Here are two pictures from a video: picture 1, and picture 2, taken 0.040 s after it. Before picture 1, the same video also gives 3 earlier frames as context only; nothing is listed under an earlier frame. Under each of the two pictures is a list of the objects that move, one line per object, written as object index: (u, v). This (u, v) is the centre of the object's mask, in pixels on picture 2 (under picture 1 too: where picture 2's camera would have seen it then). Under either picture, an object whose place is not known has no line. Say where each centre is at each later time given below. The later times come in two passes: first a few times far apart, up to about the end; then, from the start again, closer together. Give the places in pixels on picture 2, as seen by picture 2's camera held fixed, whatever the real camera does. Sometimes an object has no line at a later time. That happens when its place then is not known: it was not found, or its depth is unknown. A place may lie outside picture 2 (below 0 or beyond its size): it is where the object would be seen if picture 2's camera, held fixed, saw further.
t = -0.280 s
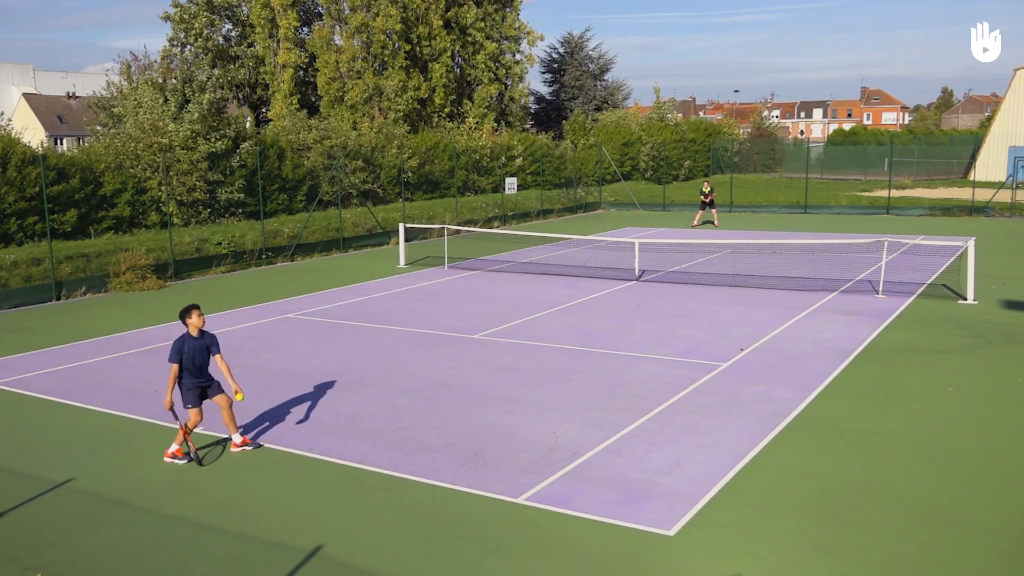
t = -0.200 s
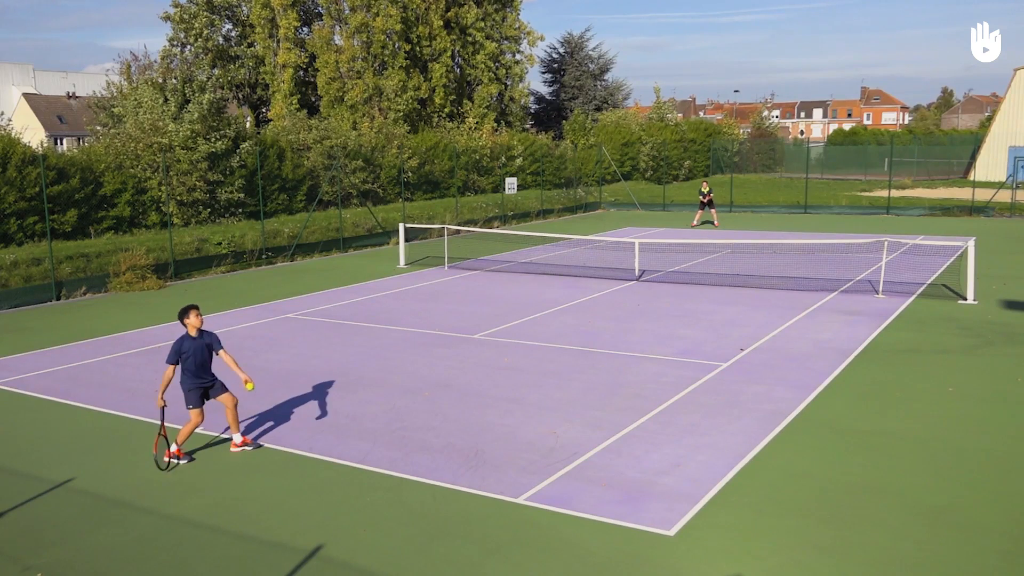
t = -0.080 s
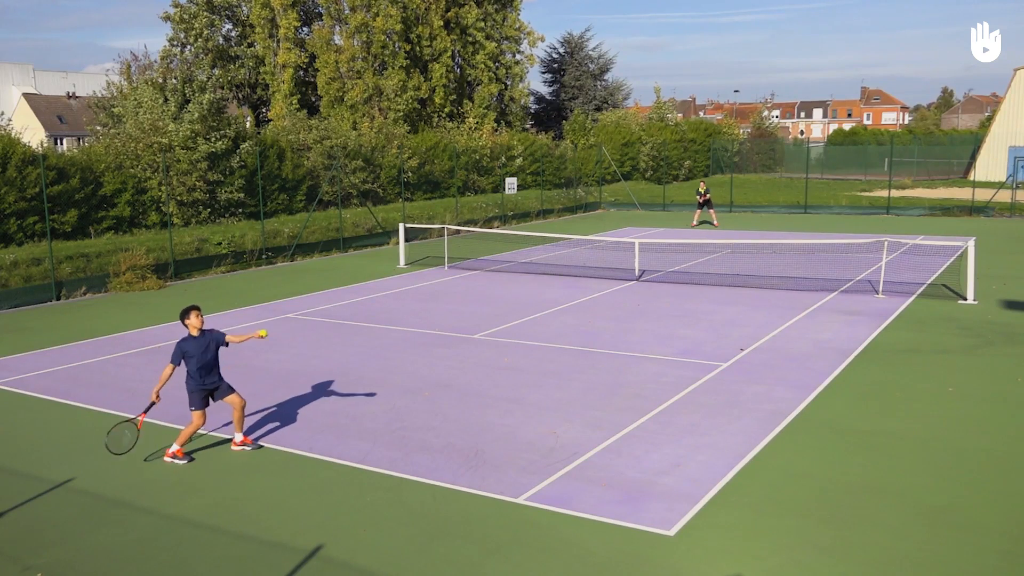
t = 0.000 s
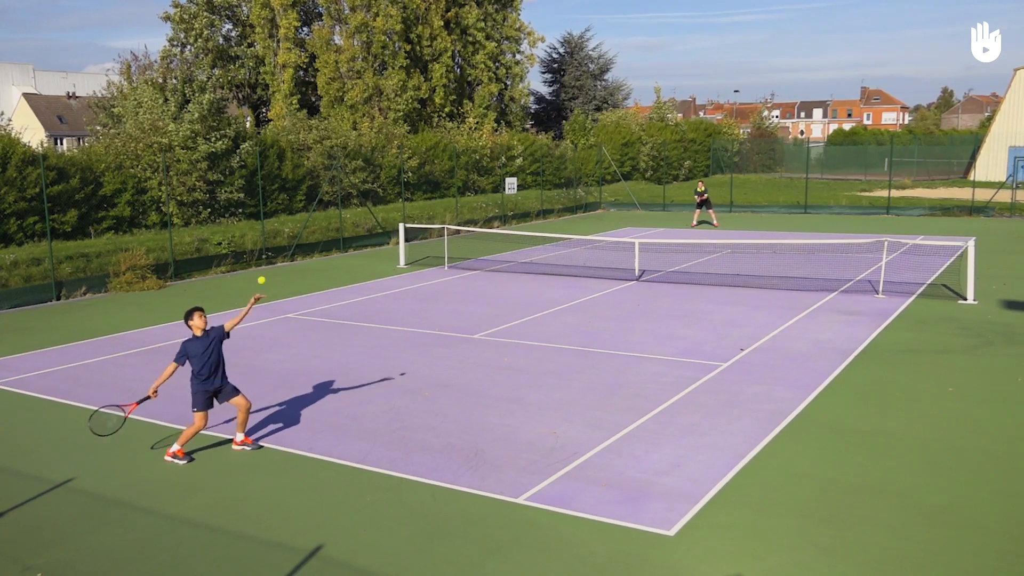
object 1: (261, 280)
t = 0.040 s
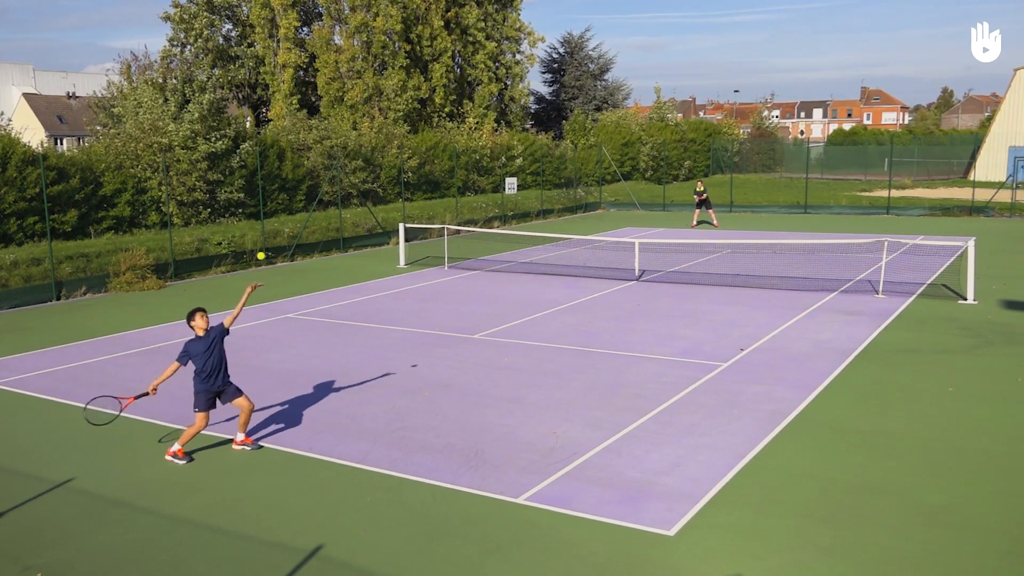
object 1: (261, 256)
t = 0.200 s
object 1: (259, 175)
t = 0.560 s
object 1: (260, 91)
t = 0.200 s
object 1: (259, 175)
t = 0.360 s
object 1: (259, 120)
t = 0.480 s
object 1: (260, 98)
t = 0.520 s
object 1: (260, 93)
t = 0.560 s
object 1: (260, 91)
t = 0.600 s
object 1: (261, 90)
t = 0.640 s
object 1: (262, 91)
